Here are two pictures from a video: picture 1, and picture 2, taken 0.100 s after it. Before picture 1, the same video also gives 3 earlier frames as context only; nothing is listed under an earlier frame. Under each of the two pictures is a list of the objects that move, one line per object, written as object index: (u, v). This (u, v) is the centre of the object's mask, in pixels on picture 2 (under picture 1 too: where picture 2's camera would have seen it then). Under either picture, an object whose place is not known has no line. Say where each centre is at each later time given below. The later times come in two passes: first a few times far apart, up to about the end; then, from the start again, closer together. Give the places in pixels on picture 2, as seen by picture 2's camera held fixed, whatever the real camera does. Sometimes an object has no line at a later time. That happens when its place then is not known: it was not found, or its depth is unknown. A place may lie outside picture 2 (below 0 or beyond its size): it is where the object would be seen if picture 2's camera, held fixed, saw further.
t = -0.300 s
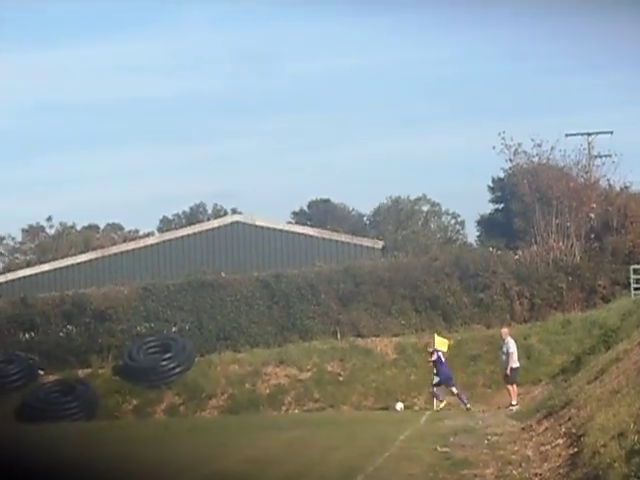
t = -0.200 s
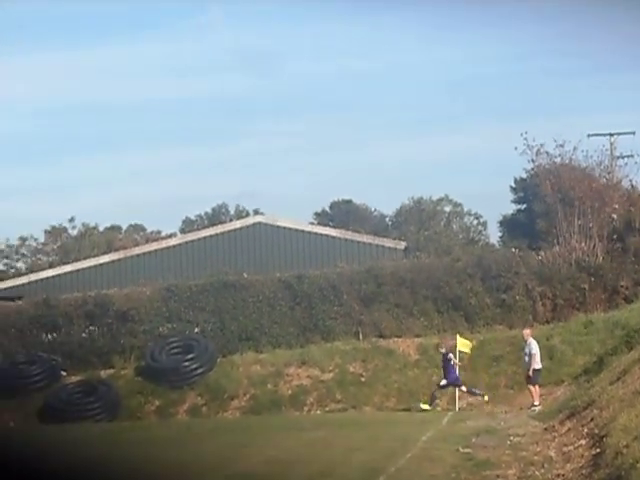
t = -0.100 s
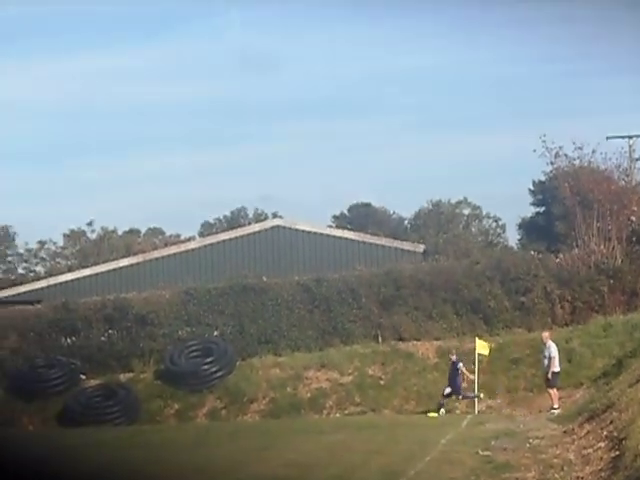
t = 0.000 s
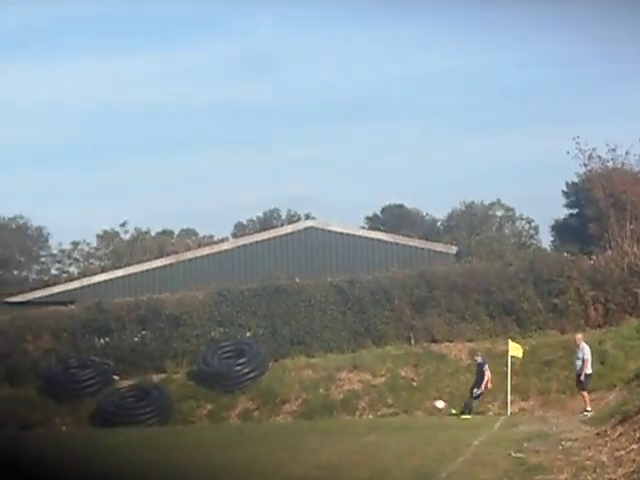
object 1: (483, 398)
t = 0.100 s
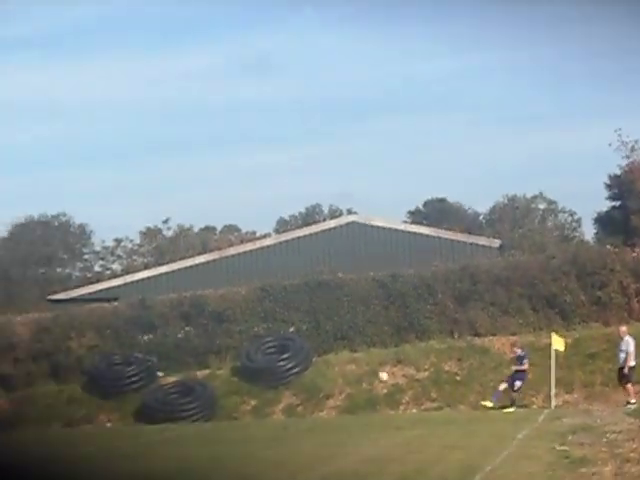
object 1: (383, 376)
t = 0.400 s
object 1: (112, 323)
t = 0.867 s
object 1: (-296, 276)
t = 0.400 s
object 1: (112, 323)
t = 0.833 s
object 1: (-265, 278)
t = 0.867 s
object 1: (-296, 276)
